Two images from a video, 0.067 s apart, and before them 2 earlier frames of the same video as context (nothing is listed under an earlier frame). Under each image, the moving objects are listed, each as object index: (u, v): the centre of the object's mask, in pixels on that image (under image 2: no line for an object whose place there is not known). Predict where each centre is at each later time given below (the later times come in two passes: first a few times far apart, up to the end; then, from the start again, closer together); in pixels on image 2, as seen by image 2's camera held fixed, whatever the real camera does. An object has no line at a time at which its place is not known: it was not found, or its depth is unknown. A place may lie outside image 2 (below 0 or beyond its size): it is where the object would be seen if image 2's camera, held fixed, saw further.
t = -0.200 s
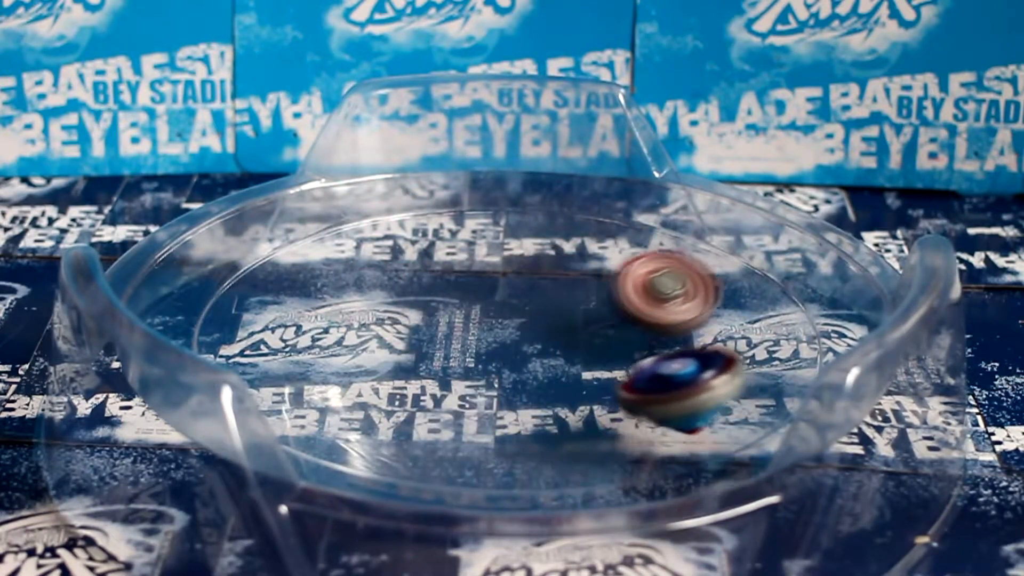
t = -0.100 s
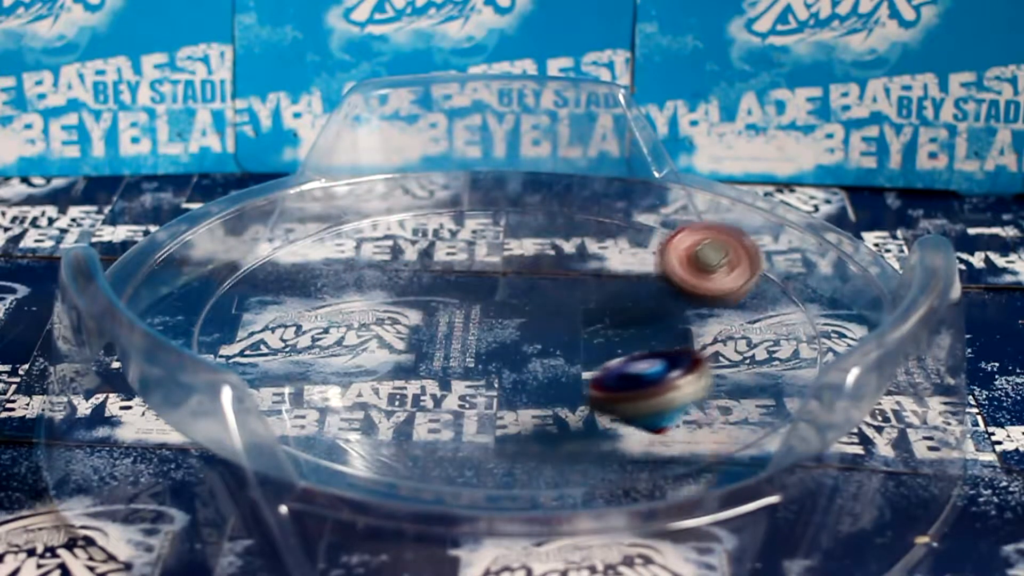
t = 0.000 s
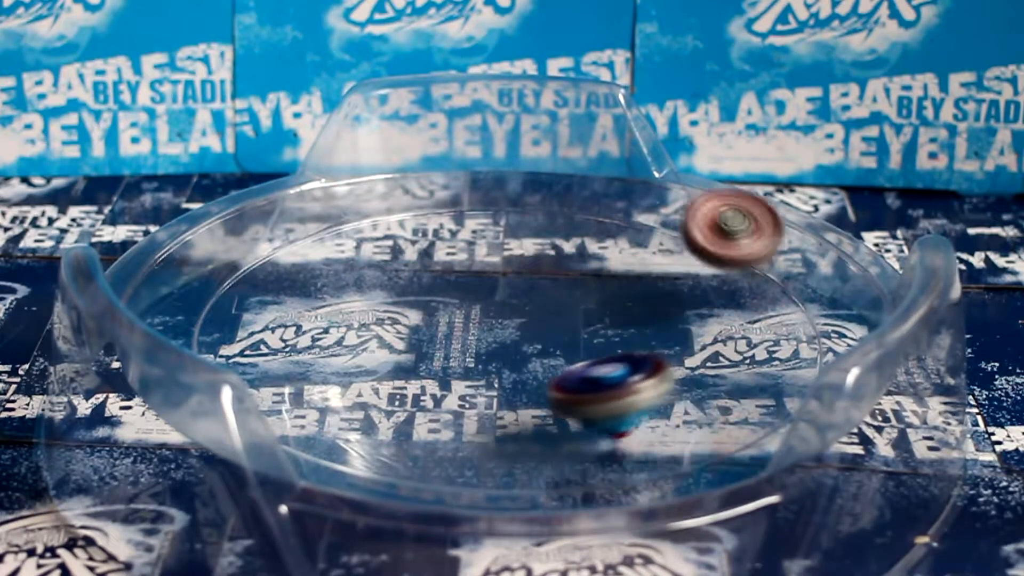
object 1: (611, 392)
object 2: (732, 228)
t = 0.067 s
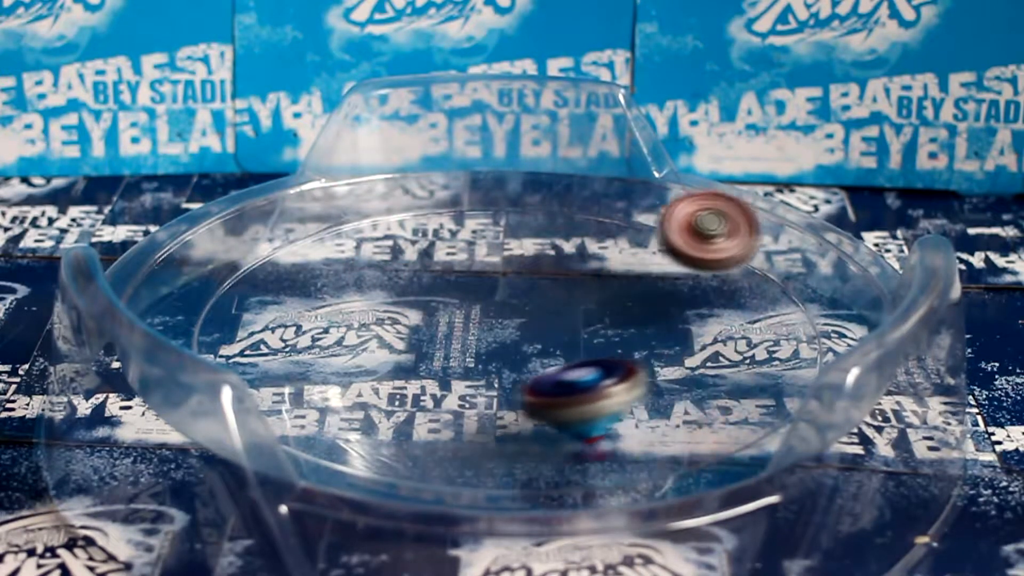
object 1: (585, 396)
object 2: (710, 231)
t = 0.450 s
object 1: (476, 410)
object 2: (684, 229)
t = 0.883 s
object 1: (452, 406)
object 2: (734, 264)
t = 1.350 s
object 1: (399, 390)
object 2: (766, 255)
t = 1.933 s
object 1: (324, 335)
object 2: (518, 385)
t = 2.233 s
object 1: (353, 330)
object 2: (623, 436)
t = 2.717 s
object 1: (370, 261)
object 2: (589, 308)
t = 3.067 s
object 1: (303, 232)
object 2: (310, 419)
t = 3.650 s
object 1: (497, 274)
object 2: (611, 230)
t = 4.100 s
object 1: (562, 321)
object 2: (181, 210)
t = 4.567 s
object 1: (513, 231)
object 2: (726, 264)
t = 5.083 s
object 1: (711, 353)
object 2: (414, 192)
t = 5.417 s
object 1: (708, 247)
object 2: (537, 404)
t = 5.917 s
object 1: (461, 390)
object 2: (705, 169)
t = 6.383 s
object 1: (735, 338)
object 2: (591, 380)
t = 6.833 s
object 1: (418, 327)
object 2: (737, 358)
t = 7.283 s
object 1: (563, 406)
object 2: (345, 327)
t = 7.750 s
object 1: (446, 292)
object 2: (732, 400)
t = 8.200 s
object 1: (399, 375)
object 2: (284, 280)
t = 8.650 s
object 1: (536, 286)
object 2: (611, 417)
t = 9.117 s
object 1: (411, 320)
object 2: (296, 216)
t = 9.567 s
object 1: (613, 290)
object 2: (586, 395)
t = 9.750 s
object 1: (565, 255)
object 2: (674, 272)
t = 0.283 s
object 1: (504, 410)
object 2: (657, 231)
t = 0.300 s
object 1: (500, 411)
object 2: (656, 232)
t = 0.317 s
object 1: (496, 410)
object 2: (656, 232)
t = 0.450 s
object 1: (476, 410)
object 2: (684, 229)
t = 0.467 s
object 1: (475, 410)
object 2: (691, 229)
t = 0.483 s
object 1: (474, 410)
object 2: (698, 228)
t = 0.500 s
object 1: (474, 410)
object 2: (704, 227)
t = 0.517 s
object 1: (472, 410)
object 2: (711, 225)
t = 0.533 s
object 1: (472, 410)
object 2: (713, 226)
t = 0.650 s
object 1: (469, 410)
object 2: (710, 249)
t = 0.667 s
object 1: (468, 410)
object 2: (710, 252)
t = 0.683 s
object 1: (468, 409)
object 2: (711, 254)
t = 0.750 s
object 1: (464, 409)
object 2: (716, 261)
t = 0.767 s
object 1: (462, 408)
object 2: (717, 262)
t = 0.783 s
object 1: (461, 408)
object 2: (719, 263)
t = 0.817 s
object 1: (459, 407)
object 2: (723, 264)
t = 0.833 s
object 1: (458, 407)
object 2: (726, 265)
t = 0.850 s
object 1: (456, 407)
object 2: (728, 265)
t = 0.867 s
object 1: (454, 407)
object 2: (731, 265)
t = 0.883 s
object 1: (452, 406)
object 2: (734, 264)
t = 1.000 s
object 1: (433, 404)
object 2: (764, 256)
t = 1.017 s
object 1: (431, 404)
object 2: (766, 255)
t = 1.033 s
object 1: (429, 403)
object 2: (766, 255)
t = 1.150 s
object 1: (416, 400)
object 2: (748, 261)
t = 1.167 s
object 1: (415, 400)
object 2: (747, 261)
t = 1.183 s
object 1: (413, 399)
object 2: (747, 261)
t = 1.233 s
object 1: (409, 397)
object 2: (749, 260)
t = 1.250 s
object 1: (408, 397)
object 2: (751, 260)
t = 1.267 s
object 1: (406, 395)
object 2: (754, 259)
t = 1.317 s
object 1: (402, 392)
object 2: (764, 256)
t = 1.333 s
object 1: (400, 391)
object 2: (766, 255)
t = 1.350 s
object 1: (399, 390)
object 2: (766, 255)
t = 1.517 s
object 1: (378, 372)
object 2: (760, 256)
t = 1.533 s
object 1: (376, 371)
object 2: (761, 256)
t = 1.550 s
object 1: (374, 369)
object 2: (762, 255)
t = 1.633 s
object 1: (360, 358)
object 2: (751, 252)
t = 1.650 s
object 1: (359, 357)
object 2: (743, 253)
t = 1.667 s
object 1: (358, 355)
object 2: (735, 256)
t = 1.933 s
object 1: (324, 335)
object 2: (518, 385)
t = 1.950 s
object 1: (322, 334)
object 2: (511, 393)
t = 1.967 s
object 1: (322, 334)
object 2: (506, 400)
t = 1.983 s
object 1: (322, 334)
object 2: (501, 406)
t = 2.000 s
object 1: (322, 334)
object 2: (499, 412)
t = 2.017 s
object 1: (322, 334)
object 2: (499, 417)
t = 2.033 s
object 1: (323, 334)
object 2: (502, 422)
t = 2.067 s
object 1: (324, 334)
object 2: (510, 429)
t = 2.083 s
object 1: (326, 334)
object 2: (516, 432)
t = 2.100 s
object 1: (328, 334)
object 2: (524, 435)
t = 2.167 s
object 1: (338, 334)
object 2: (571, 444)
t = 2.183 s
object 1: (342, 334)
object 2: (585, 444)
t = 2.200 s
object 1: (346, 333)
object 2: (599, 440)
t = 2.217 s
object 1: (350, 332)
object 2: (610, 437)
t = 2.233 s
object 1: (353, 330)
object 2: (623, 436)
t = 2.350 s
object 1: (380, 316)
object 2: (702, 404)
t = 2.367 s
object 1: (384, 313)
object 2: (714, 398)
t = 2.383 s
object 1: (386, 310)
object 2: (725, 393)
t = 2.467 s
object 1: (394, 293)
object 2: (772, 366)
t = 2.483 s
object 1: (395, 291)
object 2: (780, 362)
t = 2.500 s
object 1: (395, 288)
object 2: (789, 356)
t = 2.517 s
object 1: (395, 285)
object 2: (796, 347)
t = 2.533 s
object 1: (394, 282)
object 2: (798, 341)
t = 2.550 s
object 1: (393, 278)
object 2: (796, 337)
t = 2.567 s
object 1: (391, 276)
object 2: (790, 331)
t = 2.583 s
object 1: (390, 273)
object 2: (779, 326)
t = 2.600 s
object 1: (388, 271)
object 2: (765, 321)
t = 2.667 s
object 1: (379, 265)
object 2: (674, 310)
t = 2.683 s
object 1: (377, 264)
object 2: (647, 308)
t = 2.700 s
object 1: (373, 262)
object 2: (617, 309)
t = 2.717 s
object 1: (370, 261)
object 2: (589, 308)
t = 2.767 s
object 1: (361, 260)
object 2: (497, 309)
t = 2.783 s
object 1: (357, 261)
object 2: (476, 308)
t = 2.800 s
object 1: (354, 256)
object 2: (449, 308)
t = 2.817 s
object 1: (346, 243)
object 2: (433, 304)
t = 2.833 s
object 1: (337, 230)
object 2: (415, 291)
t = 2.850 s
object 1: (328, 220)
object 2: (401, 287)
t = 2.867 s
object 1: (323, 217)
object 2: (387, 286)
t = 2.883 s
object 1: (315, 218)
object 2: (372, 291)
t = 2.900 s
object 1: (308, 226)
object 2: (355, 304)
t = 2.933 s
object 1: (303, 220)
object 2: (318, 354)
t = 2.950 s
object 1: (302, 220)
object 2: (306, 382)
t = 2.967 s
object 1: (300, 224)
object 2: (302, 383)
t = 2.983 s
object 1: (300, 224)
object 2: (299, 380)
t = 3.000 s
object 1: (301, 225)
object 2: (297, 382)
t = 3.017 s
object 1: (301, 227)
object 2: (296, 388)
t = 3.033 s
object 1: (302, 229)
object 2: (289, 405)
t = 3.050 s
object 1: (303, 230)
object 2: (294, 416)
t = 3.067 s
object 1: (303, 232)
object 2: (310, 419)
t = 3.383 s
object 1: (397, 299)
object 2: (675, 404)
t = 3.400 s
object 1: (409, 302)
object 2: (685, 395)
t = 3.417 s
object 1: (421, 305)
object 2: (687, 384)
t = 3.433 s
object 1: (434, 305)
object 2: (689, 374)
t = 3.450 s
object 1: (447, 306)
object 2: (687, 363)
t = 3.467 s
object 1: (459, 309)
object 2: (681, 349)
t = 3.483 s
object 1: (473, 307)
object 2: (673, 339)
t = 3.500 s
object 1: (487, 305)
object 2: (661, 327)
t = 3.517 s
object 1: (499, 303)
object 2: (650, 318)
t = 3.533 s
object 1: (510, 300)
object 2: (635, 305)
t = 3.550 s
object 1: (510, 297)
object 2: (633, 294)
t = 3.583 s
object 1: (501, 291)
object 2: (635, 271)
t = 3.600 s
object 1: (499, 287)
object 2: (632, 258)
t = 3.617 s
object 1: (498, 283)
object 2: (628, 247)
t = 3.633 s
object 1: (498, 279)
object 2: (620, 239)
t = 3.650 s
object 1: (497, 274)
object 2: (611, 230)
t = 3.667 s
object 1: (496, 271)
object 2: (600, 225)
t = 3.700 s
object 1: (496, 263)
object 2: (575, 214)
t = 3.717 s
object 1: (495, 260)
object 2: (559, 209)
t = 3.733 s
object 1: (486, 261)
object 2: (549, 197)
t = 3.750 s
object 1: (475, 265)
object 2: (542, 186)
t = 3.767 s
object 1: (465, 268)
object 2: (533, 176)
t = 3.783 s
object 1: (458, 271)
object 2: (520, 167)
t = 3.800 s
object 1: (451, 274)
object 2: (508, 164)
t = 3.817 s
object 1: (444, 276)
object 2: (498, 166)
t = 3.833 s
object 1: (441, 280)
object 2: (485, 171)
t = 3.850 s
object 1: (439, 283)
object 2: (472, 169)
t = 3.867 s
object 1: (437, 288)
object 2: (456, 168)
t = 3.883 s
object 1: (438, 294)
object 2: (440, 171)
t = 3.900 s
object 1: (441, 298)
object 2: (425, 170)
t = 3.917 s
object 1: (444, 301)
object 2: (408, 172)
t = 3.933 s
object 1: (449, 307)
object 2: (390, 173)
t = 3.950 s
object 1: (458, 309)
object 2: (371, 173)
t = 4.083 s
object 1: (548, 324)
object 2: (203, 205)
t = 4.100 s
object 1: (562, 321)
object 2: (181, 210)
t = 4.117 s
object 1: (573, 320)
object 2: (169, 217)
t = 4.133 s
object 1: (586, 317)
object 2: (156, 231)
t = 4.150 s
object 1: (598, 313)
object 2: (150, 248)
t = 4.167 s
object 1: (606, 310)
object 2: (149, 259)
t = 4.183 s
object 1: (615, 305)
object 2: (159, 256)
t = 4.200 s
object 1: (623, 300)
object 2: (188, 245)
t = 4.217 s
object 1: (629, 296)
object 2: (218, 239)
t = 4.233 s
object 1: (633, 291)
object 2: (247, 239)
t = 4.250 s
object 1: (637, 286)
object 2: (277, 247)
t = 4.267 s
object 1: (640, 280)
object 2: (310, 261)
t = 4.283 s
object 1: (640, 275)
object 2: (337, 279)
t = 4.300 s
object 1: (640, 268)
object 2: (370, 301)
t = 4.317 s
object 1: (638, 263)
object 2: (401, 304)
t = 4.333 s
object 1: (636, 258)
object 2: (431, 298)
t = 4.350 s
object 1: (633, 253)
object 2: (461, 299)
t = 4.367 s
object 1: (628, 248)
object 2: (489, 304)
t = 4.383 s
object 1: (621, 242)
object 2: (521, 312)
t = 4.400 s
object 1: (614, 237)
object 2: (547, 306)
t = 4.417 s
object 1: (608, 234)
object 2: (573, 302)
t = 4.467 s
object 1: (580, 225)
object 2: (643, 296)
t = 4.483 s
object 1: (570, 224)
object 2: (662, 290)
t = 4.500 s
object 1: (559, 224)
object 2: (679, 285)
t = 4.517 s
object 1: (550, 224)
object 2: (694, 280)
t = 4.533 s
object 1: (537, 226)
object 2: (707, 274)
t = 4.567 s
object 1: (513, 231)
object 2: (726, 264)
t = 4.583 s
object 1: (500, 234)
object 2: (733, 258)
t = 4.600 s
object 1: (487, 240)
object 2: (738, 253)
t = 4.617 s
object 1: (476, 246)
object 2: (741, 248)
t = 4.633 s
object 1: (466, 254)
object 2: (742, 243)
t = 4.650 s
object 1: (460, 260)
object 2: (743, 238)
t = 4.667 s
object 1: (452, 268)
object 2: (741, 234)
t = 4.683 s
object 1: (448, 276)
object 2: (738, 229)
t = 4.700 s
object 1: (445, 284)
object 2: (731, 226)
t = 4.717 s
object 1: (442, 294)
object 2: (721, 225)
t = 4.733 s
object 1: (442, 304)
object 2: (709, 222)
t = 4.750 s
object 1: (443, 312)
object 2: (698, 220)
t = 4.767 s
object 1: (448, 321)
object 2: (686, 217)
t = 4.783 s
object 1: (452, 330)
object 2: (673, 214)
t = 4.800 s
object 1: (460, 337)
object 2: (661, 211)
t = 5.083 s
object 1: (711, 353)
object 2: (414, 192)
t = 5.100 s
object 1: (722, 348)
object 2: (398, 195)
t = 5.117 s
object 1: (733, 339)
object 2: (383, 199)
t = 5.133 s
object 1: (743, 333)
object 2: (369, 207)
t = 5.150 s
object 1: (750, 327)
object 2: (357, 214)
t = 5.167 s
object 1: (756, 321)
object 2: (345, 224)
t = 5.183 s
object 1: (761, 315)
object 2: (337, 235)
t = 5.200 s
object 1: (765, 308)
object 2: (331, 249)
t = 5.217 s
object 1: (768, 303)
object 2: (328, 263)
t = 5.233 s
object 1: (769, 297)
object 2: (329, 278)
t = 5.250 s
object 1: (769, 291)
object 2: (334, 294)
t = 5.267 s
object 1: (768, 286)
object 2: (340, 309)
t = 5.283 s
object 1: (764, 280)
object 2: (353, 325)
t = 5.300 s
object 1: (761, 275)
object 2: (366, 340)
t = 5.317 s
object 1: (757, 270)
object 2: (382, 353)
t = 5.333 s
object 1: (751, 265)
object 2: (404, 367)
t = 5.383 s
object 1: (728, 252)
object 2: (480, 394)
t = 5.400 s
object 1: (719, 249)
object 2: (508, 401)
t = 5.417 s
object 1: (708, 247)
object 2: (537, 404)
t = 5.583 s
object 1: (563, 255)
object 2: (803, 340)
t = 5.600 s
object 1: (548, 261)
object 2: (816, 324)
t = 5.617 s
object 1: (533, 266)
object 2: (819, 311)
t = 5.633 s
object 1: (518, 273)
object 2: (820, 302)
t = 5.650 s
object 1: (506, 278)
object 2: (820, 296)
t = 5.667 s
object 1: (492, 285)
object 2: (818, 281)
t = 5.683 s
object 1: (481, 291)
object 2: (817, 271)
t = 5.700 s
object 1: (468, 298)
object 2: (814, 259)
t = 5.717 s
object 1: (457, 309)
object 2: (812, 249)
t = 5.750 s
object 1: (446, 321)
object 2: (811, 226)
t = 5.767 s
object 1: (441, 328)
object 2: (810, 217)
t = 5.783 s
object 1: (438, 334)
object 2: (809, 206)
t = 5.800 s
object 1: (436, 342)
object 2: (797, 196)
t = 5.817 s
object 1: (434, 351)
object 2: (783, 191)
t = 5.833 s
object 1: (435, 358)
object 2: (769, 191)
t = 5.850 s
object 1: (437, 365)
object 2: (757, 186)
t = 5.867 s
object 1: (440, 371)
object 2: (744, 181)
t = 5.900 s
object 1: (452, 384)
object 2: (716, 173)
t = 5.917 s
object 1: (461, 390)
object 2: (705, 169)
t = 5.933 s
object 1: (470, 394)
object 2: (691, 165)
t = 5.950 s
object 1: (481, 399)
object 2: (677, 163)
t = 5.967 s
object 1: (492, 403)
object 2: (673, 163)
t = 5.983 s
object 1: (504, 407)
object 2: (669, 169)
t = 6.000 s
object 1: (517, 409)
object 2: (664, 179)
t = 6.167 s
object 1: (660, 400)
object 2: (609, 284)
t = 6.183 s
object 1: (672, 397)
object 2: (604, 294)
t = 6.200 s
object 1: (682, 393)
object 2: (602, 304)
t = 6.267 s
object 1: (715, 374)
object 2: (601, 339)
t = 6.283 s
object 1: (719, 370)
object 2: (602, 347)
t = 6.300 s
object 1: (722, 365)
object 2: (604, 354)
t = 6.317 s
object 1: (724, 359)
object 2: (607, 362)
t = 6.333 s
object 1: (730, 353)
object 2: (605, 368)
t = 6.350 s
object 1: (734, 347)
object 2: (600, 372)
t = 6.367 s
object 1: (736, 342)
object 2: (596, 376)
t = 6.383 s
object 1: (735, 338)
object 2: (591, 380)
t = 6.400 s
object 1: (732, 333)
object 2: (587, 383)
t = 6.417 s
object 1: (727, 328)
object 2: (585, 386)
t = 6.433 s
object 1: (720, 324)
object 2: (584, 389)
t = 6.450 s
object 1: (713, 319)
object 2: (583, 391)
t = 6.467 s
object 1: (704, 315)
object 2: (583, 393)
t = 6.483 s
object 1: (695, 311)
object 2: (584, 394)
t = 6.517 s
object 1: (672, 306)
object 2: (588, 396)
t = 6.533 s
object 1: (660, 303)
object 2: (592, 397)
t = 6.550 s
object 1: (647, 301)
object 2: (596, 397)
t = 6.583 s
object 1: (620, 299)
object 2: (606, 398)
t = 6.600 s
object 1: (605, 298)
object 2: (611, 398)
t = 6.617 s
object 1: (591, 297)
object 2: (619, 397)
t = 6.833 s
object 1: (418, 327)
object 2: (737, 358)
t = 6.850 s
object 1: (409, 332)
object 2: (747, 352)
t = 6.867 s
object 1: (402, 336)
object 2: (756, 345)
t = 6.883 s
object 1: (394, 341)
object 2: (763, 337)
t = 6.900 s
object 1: (388, 346)
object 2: (768, 330)
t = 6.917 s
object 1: (384, 351)
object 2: (770, 322)
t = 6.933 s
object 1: (381, 355)
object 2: (768, 314)
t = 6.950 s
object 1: (378, 360)
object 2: (761, 307)
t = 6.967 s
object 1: (377, 365)
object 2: (751, 301)
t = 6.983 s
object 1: (379, 371)
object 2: (739, 295)
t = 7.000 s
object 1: (380, 376)
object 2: (722, 291)
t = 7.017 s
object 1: (384, 381)
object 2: (703, 287)
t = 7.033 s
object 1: (388, 386)
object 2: (683, 285)
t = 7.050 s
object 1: (395, 390)
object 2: (660, 283)
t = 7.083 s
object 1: (410, 398)
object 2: (610, 283)
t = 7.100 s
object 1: (420, 402)
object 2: (584, 283)
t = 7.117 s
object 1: (431, 404)
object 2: (559, 284)
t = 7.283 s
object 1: (563, 406)
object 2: (345, 327)
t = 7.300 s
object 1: (573, 403)
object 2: (331, 334)
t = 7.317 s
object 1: (583, 399)
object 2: (321, 341)
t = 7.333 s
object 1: (592, 395)
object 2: (312, 351)
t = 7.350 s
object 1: (600, 390)
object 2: (306, 358)
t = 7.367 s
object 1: (605, 385)
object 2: (303, 366)
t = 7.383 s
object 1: (610, 381)
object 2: (303, 376)
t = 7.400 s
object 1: (612, 375)
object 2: (305, 385)
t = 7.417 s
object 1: (615, 369)
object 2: (308, 394)
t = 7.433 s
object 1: (614, 364)
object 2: (312, 403)
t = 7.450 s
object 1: (613, 359)
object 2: (318, 413)
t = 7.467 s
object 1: (611, 354)
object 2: (331, 419)
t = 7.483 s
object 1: (607, 347)
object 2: (354, 421)
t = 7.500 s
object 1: (602, 343)
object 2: (379, 428)
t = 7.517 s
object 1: (597, 337)
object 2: (405, 440)
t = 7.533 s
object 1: (590, 333)
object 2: (428, 442)
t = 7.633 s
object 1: (534, 307)
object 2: (583, 444)
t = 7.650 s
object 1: (523, 304)
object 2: (608, 442)
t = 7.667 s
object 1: (510, 302)
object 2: (631, 437)
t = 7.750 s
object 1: (446, 292)
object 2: (732, 400)
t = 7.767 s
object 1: (434, 292)
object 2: (741, 392)
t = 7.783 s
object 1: (422, 292)
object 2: (749, 382)
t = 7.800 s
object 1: (411, 292)
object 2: (752, 371)
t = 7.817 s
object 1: (400, 293)
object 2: (752, 362)
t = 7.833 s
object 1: (390, 294)
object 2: (748, 352)
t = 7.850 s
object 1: (380, 296)
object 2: (740, 343)
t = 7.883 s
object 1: (361, 299)
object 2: (715, 325)
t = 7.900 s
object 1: (353, 302)
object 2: (698, 318)
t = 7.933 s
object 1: (340, 308)
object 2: (661, 303)
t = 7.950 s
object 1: (335, 312)
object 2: (639, 297)
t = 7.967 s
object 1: (332, 316)
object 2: (617, 292)
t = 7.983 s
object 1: (329, 320)
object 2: (592, 287)
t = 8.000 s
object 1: (326, 324)
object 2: (566, 282)
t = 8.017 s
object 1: (326, 329)
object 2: (542, 278)
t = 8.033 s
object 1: (328, 334)
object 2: (517, 274)
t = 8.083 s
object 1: (339, 347)
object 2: (443, 267)
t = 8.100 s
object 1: (344, 352)
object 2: (418, 267)
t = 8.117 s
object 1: (350, 356)
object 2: (394, 267)
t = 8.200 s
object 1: (399, 375)
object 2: (284, 280)
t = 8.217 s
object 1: (410, 377)
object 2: (264, 285)
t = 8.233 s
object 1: (423, 379)
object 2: (247, 290)
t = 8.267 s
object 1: (449, 380)
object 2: (211, 303)
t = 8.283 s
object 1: (461, 380)
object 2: (201, 309)
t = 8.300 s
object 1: (473, 379)
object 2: (207, 313)
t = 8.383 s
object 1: (526, 367)
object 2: (264, 370)
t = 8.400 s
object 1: (535, 363)
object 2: (276, 381)
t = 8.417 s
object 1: (542, 358)
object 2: (284, 391)
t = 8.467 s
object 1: (555, 343)
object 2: (327, 416)
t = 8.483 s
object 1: (558, 338)
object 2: (351, 424)
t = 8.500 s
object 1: (560, 332)
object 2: (376, 430)
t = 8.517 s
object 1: (561, 326)
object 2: (402, 436)
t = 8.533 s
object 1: (561, 320)
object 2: (431, 439)
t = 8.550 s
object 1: (560, 315)
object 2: (460, 441)
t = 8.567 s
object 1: (558, 309)
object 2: (491, 441)
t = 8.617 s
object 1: (547, 293)
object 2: (569, 430)
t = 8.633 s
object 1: (542, 289)
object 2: (591, 425)
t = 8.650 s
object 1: (536, 286)
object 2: (611, 417)
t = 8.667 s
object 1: (530, 281)
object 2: (628, 409)
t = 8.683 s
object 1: (523, 277)
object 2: (644, 400)
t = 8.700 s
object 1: (516, 274)
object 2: (653, 390)
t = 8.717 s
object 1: (508, 271)
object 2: (660, 379)
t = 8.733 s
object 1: (499, 268)
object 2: (664, 368)
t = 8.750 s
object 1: (490, 265)
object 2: (665, 356)
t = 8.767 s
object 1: (482, 262)
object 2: (663, 345)
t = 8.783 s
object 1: (473, 261)
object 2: (657, 332)
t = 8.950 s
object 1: (401, 274)
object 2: (507, 239)
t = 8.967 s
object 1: (398, 276)
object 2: (484, 232)
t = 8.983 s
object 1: (395, 282)
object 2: (460, 226)
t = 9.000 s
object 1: (392, 287)
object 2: (438, 222)
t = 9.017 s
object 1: (391, 291)
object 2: (415, 217)
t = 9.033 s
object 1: (391, 295)
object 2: (393, 214)
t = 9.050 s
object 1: (393, 300)
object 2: (371, 210)
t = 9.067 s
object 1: (396, 306)
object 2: (347, 208)
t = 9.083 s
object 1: (399, 310)
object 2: (324, 207)
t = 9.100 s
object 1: (404, 315)
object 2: (308, 209)
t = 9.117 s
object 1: (411, 320)
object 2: (296, 216)
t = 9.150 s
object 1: (424, 330)
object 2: (273, 237)
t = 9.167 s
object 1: (433, 334)
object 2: (261, 246)
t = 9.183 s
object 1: (441, 337)
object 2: (252, 254)
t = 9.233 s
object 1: (471, 344)
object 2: (220, 277)
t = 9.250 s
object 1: (484, 345)
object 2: (212, 285)
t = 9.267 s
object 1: (495, 346)
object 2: (210, 296)
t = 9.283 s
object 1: (505, 347)
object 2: (210, 307)
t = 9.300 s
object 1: (516, 346)
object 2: (212, 319)
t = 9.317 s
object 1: (528, 346)
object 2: (220, 329)
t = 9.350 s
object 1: (548, 342)
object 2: (245, 351)
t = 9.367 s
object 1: (558, 339)
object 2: (264, 363)
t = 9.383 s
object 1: (567, 336)
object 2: (282, 375)
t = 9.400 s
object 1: (575, 333)
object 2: (303, 385)
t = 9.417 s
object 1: (583, 329)
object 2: (330, 394)
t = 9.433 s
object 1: (590, 324)
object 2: (357, 401)
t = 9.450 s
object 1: (596, 320)
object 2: (389, 407)
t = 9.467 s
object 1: (602, 316)
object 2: (420, 411)
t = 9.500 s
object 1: (609, 308)
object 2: (481, 413)
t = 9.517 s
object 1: (611, 304)
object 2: (509, 411)
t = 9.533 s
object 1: (613, 299)
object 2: (538, 407)
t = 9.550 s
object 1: (613, 295)
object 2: (563, 402)
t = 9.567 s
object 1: (613, 290)
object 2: (586, 395)
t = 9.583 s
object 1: (612, 286)
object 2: (606, 388)
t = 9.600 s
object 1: (610, 282)
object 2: (624, 378)
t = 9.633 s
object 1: (604, 274)
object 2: (652, 358)
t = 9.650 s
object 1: (600, 269)
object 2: (664, 346)
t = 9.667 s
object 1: (595, 266)
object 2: (671, 334)
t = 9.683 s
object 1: (590, 264)
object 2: (677, 321)
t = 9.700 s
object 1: (584, 261)
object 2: (680, 309)
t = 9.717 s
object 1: (578, 258)
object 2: (681, 296)
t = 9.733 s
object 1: (572, 256)
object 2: (678, 284)
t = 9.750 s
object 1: (565, 255)
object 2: (674, 272)
